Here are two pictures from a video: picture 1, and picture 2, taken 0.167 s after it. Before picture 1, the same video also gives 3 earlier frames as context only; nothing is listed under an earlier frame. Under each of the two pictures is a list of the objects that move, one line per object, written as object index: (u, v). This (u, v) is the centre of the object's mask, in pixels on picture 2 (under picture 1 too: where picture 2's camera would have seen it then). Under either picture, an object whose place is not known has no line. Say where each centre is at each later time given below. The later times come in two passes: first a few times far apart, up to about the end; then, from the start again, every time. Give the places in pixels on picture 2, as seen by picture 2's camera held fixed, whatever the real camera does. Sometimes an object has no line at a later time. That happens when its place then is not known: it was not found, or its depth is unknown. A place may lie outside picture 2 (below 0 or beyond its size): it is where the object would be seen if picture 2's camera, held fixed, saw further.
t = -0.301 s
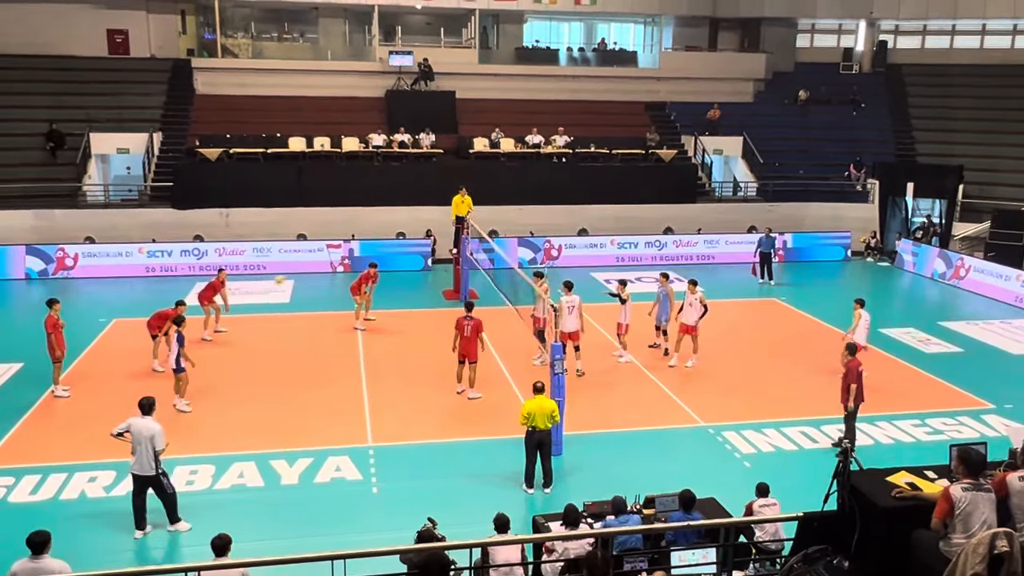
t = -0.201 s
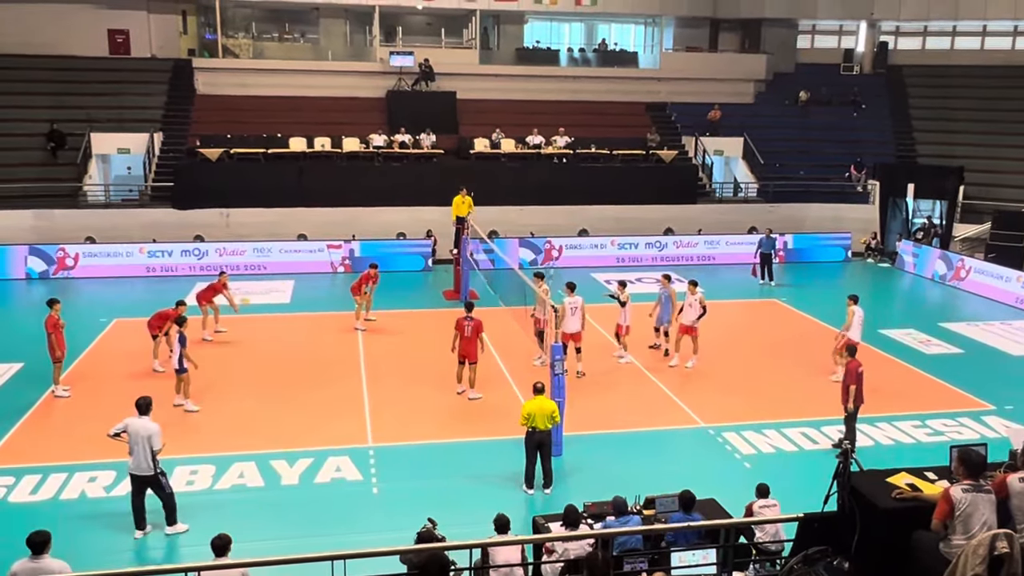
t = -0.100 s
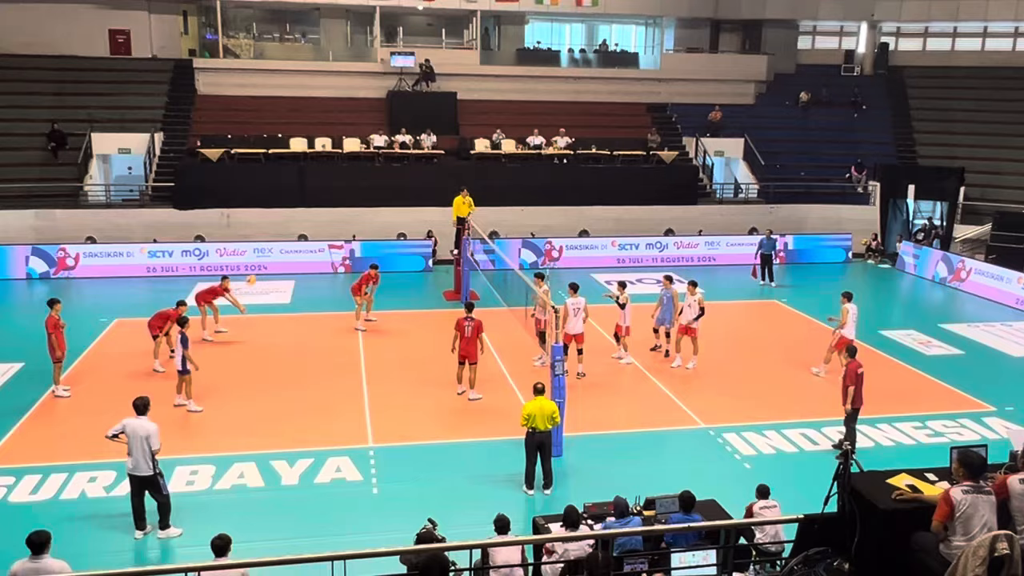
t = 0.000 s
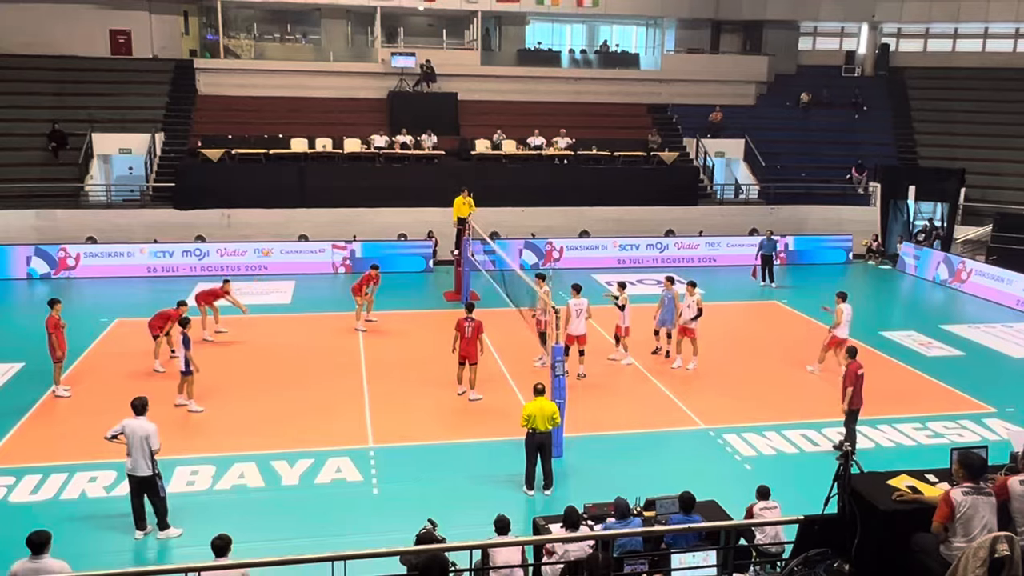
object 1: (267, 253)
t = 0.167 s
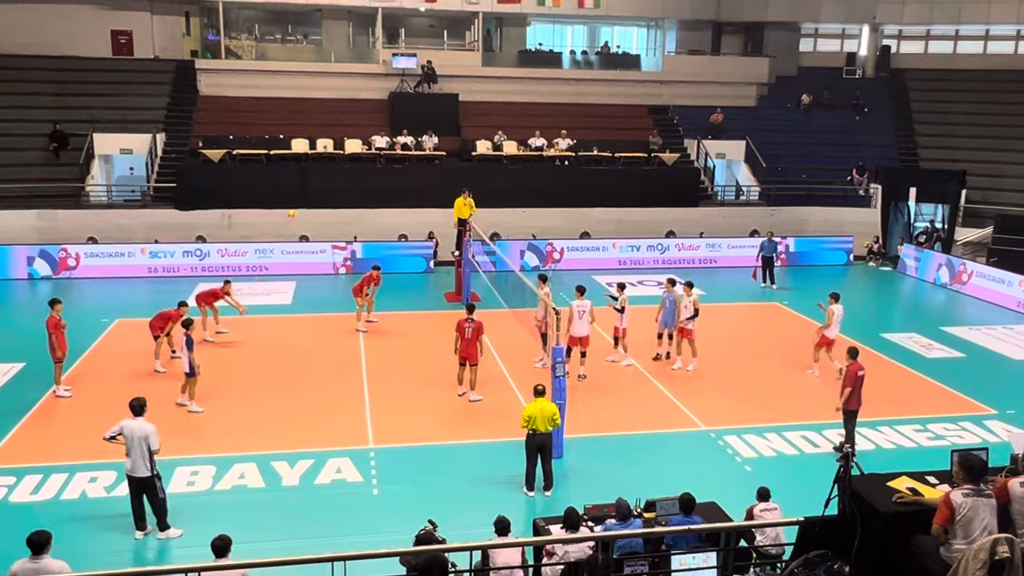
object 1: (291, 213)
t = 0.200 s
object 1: (297, 208)
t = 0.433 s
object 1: (332, 175)
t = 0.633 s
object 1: (363, 165)
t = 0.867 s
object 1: (400, 174)
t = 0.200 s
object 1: (297, 208)
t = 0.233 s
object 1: (302, 202)
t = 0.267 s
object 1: (307, 197)
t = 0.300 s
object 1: (311, 192)
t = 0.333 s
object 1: (317, 187)
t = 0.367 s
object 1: (322, 183)
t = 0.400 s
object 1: (327, 179)
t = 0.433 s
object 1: (332, 175)
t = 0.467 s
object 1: (337, 173)
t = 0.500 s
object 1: (343, 170)
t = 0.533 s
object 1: (348, 168)
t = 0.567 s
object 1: (353, 166)
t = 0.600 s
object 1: (358, 165)
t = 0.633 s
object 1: (363, 165)
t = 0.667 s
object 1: (368, 165)
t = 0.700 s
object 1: (374, 165)
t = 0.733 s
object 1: (379, 166)
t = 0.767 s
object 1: (384, 167)
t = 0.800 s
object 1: (389, 169)
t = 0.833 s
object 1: (394, 172)
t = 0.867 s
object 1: (400, 174)
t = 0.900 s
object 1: (405, 178)
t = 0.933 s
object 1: (411, 182)
